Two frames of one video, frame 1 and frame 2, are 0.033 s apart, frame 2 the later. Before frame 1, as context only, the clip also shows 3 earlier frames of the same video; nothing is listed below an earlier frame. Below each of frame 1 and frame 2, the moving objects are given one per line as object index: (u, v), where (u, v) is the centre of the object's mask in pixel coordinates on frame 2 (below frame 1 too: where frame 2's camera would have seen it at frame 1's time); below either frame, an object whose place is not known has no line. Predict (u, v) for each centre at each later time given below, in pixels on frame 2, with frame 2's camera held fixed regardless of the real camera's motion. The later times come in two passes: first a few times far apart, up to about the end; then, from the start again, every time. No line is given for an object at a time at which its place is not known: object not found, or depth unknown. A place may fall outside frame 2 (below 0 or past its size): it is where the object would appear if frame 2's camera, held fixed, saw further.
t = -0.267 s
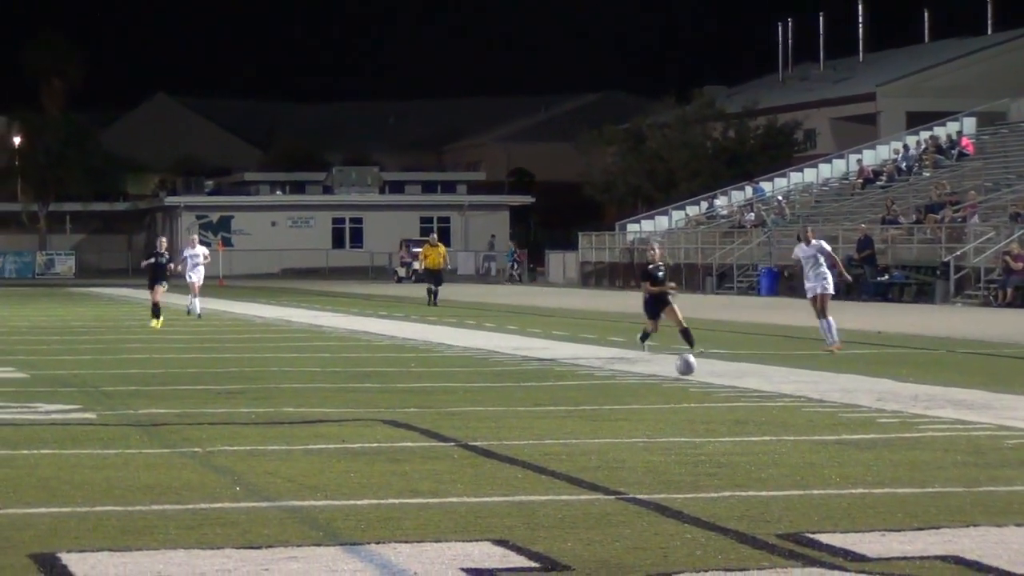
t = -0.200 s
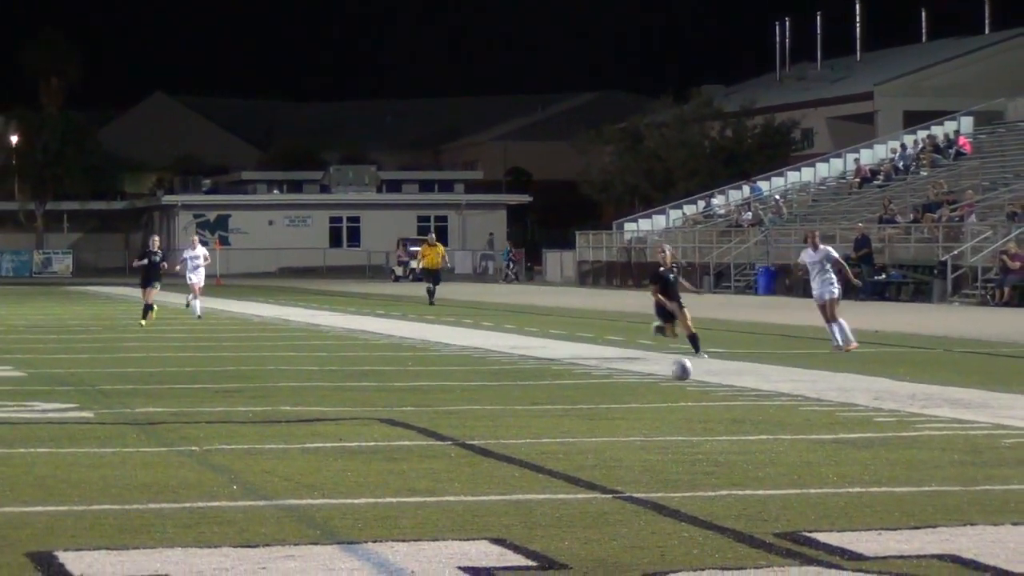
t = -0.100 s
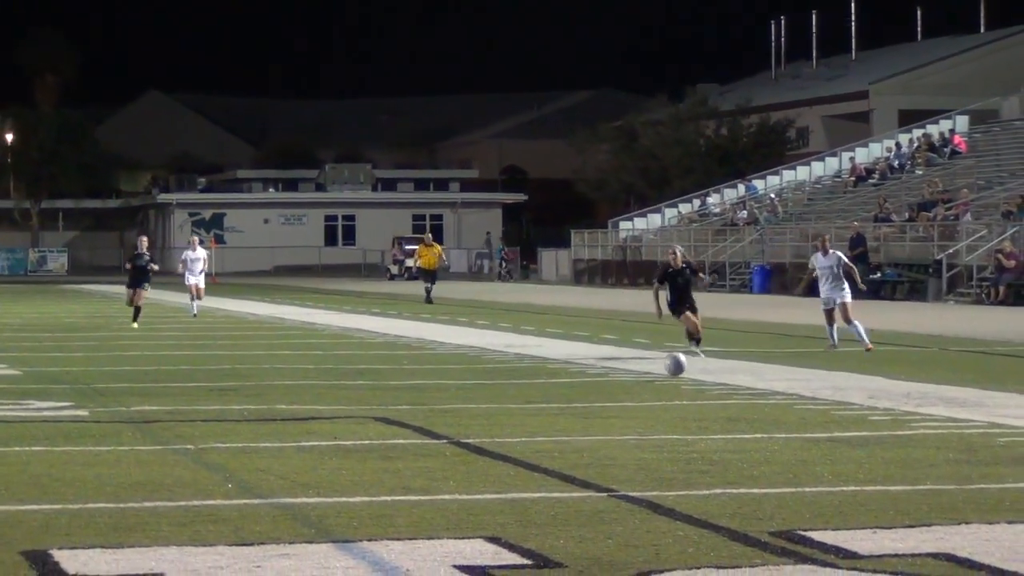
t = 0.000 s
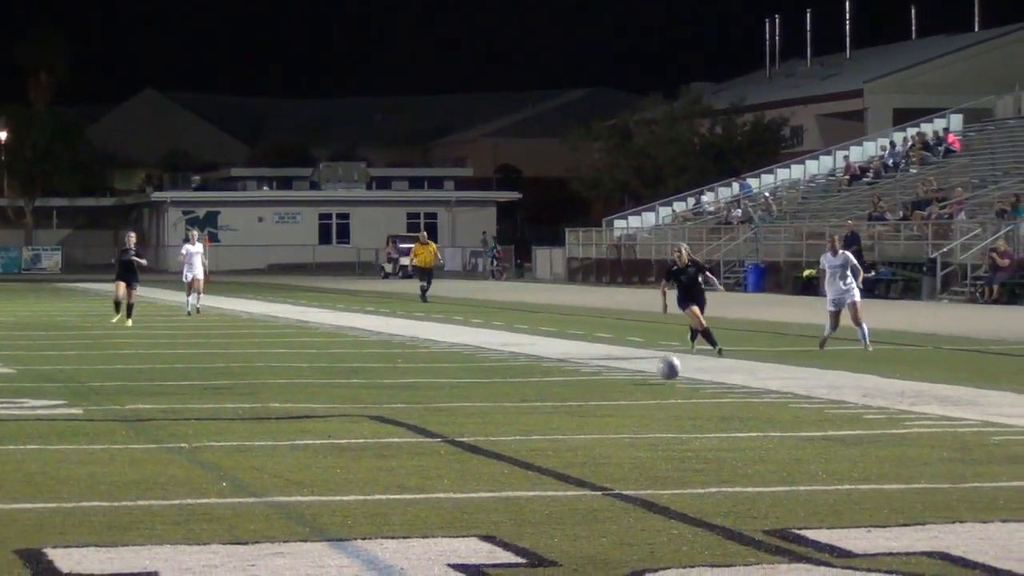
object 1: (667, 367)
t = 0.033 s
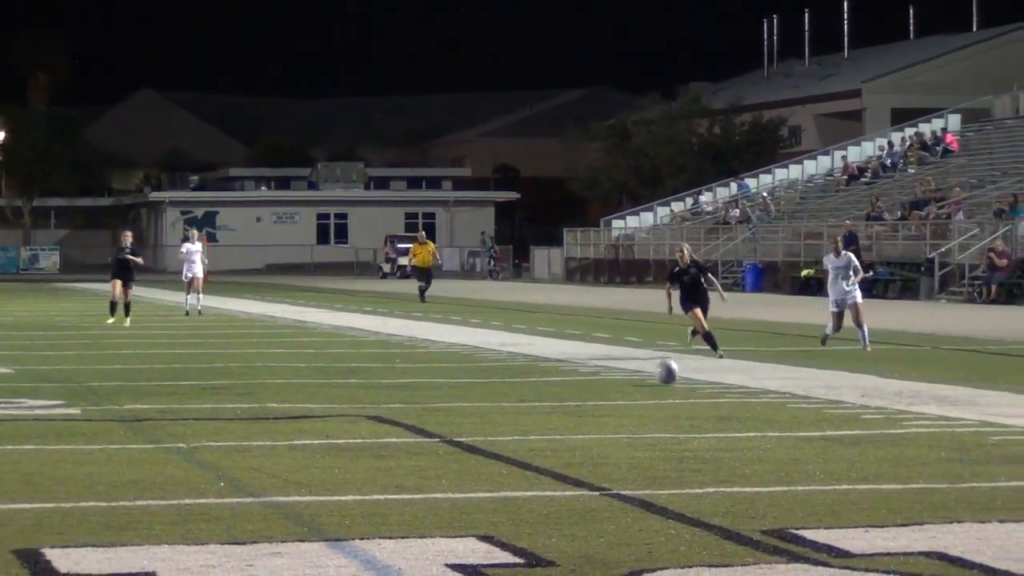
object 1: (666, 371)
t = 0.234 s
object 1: (664, 364)
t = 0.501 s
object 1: (662, 377)
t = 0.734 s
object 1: (660, 392)
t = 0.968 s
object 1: (660, 384)
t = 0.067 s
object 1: (667, 375)
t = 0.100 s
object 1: (667, 371)
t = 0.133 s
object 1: (665, 367)
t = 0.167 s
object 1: (664, 365)
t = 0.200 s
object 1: (664, 364)
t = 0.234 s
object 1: (664, 364)
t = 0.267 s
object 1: (664, 366)
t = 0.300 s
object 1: (664, 368)
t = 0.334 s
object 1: (664, 374)
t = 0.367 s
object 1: (663, 380)
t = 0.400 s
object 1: (662, 387)
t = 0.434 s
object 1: (662, 387)
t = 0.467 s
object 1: (662, 382)
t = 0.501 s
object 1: (662, 377)
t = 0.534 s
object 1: (662, 376)
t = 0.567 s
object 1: (662, 374)
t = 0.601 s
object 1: (662, 375)
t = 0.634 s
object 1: (661, 377)
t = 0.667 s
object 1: (661, 380)
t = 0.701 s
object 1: (661, 385)
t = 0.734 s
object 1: (660, 392)
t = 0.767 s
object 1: (661, 399)
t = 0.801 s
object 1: (660, 405)
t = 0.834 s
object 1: (661, 399)
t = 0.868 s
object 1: (660, 392)
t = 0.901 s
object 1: (661, 389)
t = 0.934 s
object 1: (660, 386)
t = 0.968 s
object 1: (660, 384)
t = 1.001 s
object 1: (660, 385)
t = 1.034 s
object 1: (660, 387)
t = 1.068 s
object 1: (660, 390)
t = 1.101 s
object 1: (660, 396)
